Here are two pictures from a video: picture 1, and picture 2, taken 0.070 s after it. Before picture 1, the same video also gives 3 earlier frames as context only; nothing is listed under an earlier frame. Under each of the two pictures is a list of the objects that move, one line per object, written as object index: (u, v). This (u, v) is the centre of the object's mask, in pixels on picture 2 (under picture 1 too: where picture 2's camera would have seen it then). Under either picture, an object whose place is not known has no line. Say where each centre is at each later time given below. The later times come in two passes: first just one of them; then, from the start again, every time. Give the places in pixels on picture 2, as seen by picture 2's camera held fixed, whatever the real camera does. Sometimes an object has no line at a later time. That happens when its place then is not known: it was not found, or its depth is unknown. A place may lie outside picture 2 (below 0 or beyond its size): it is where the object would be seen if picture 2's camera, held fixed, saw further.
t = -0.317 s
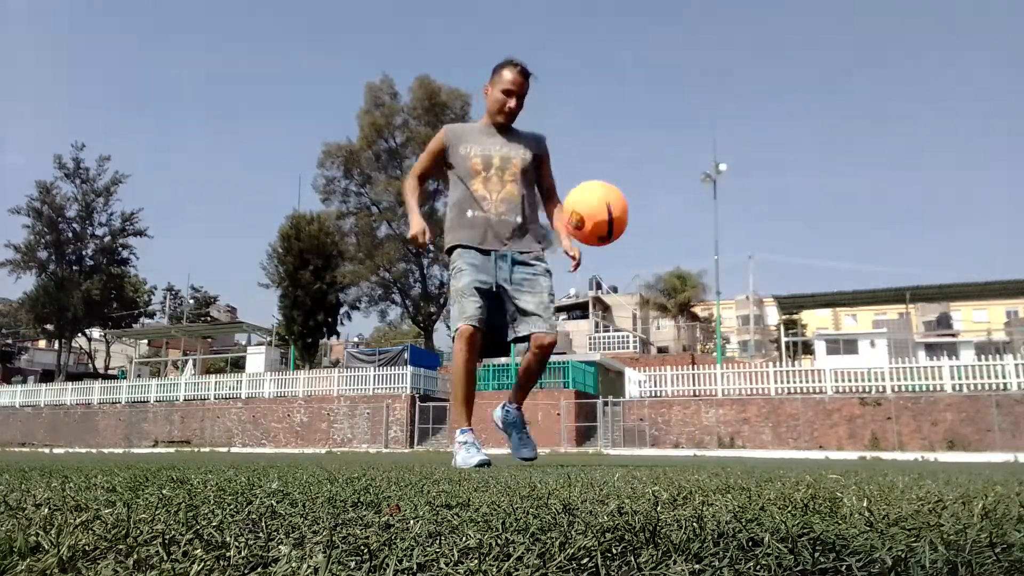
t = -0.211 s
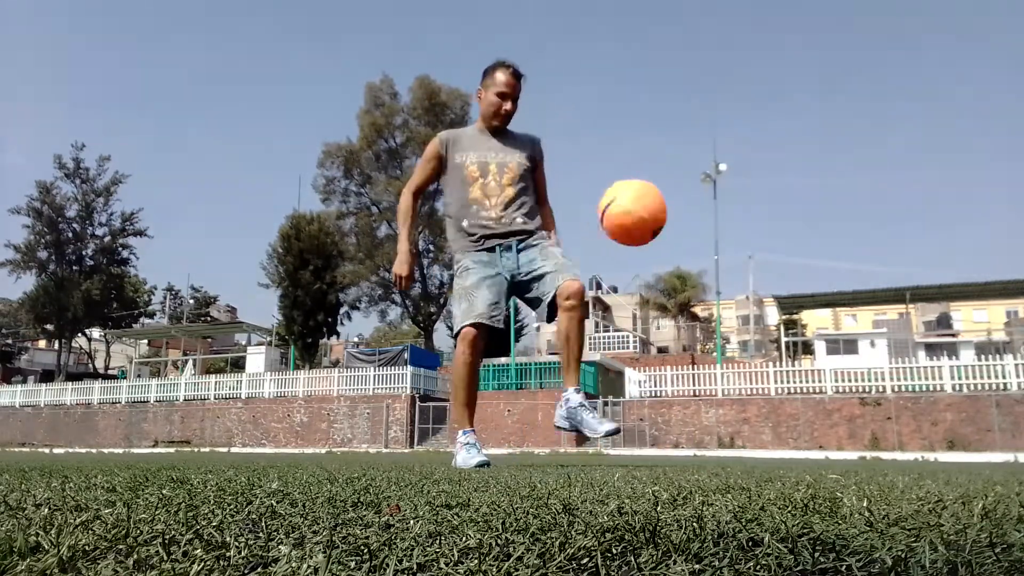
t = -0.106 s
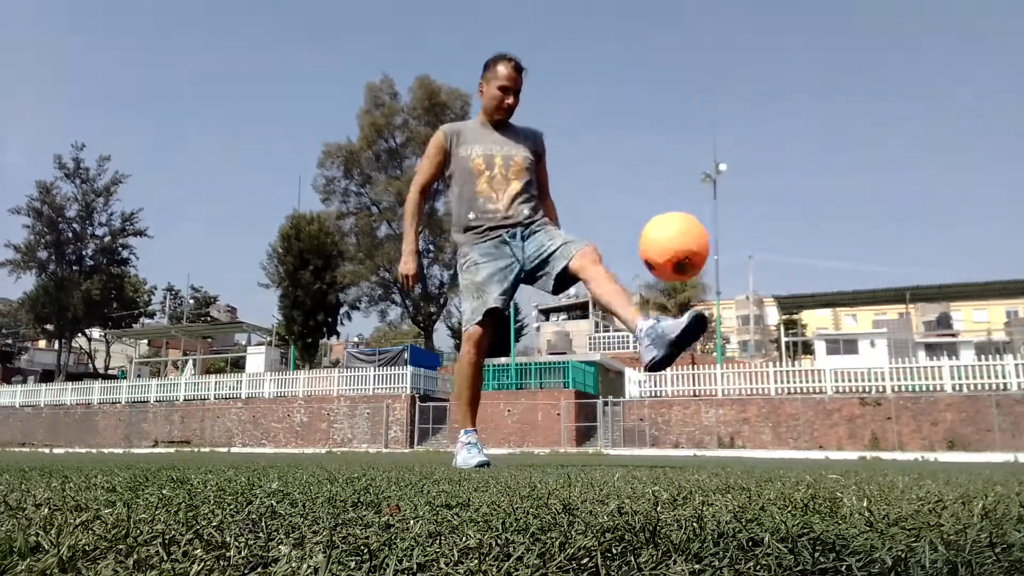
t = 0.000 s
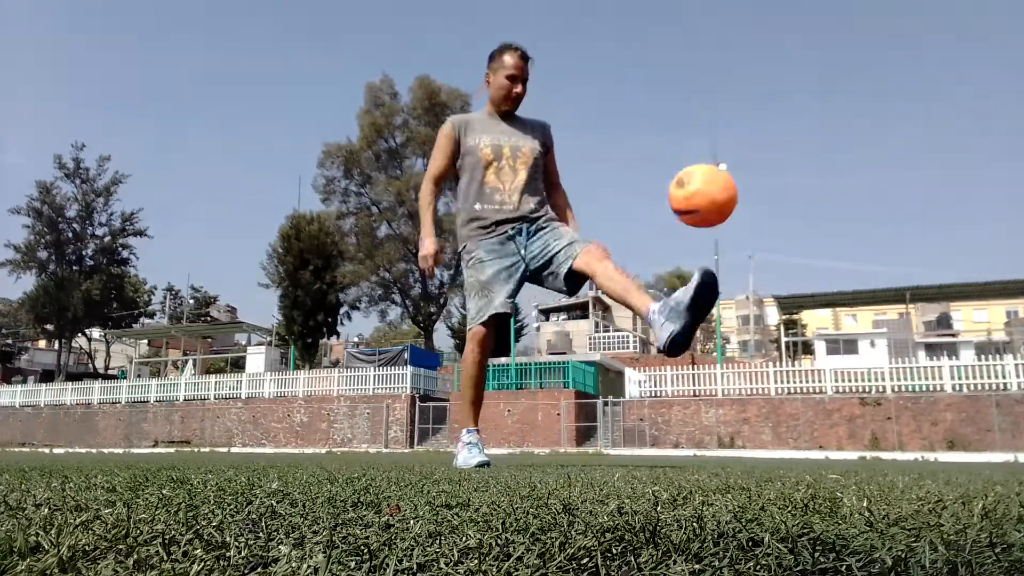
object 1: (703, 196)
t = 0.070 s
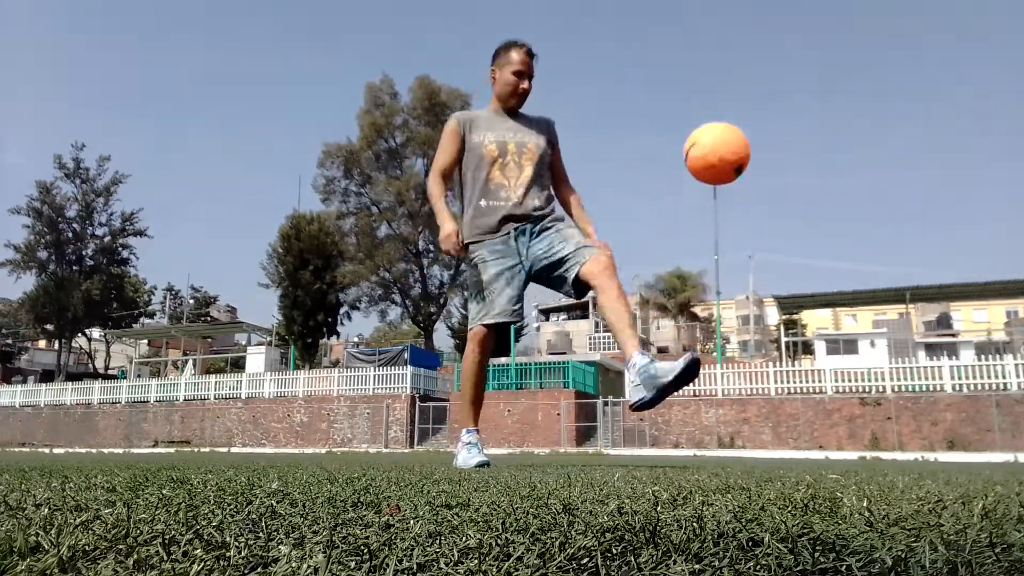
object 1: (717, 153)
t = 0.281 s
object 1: (756, 112)
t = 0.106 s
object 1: (724, 138)
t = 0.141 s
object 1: (730, 126)
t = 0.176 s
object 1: (736, 117)
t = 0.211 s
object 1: (743, 113)
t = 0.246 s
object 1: (750, 111)
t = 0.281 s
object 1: (756, 112)
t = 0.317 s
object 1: (763, 117)
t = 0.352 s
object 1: (770, 124)
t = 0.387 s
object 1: (776, 135)
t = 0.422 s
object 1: (783, 148)
